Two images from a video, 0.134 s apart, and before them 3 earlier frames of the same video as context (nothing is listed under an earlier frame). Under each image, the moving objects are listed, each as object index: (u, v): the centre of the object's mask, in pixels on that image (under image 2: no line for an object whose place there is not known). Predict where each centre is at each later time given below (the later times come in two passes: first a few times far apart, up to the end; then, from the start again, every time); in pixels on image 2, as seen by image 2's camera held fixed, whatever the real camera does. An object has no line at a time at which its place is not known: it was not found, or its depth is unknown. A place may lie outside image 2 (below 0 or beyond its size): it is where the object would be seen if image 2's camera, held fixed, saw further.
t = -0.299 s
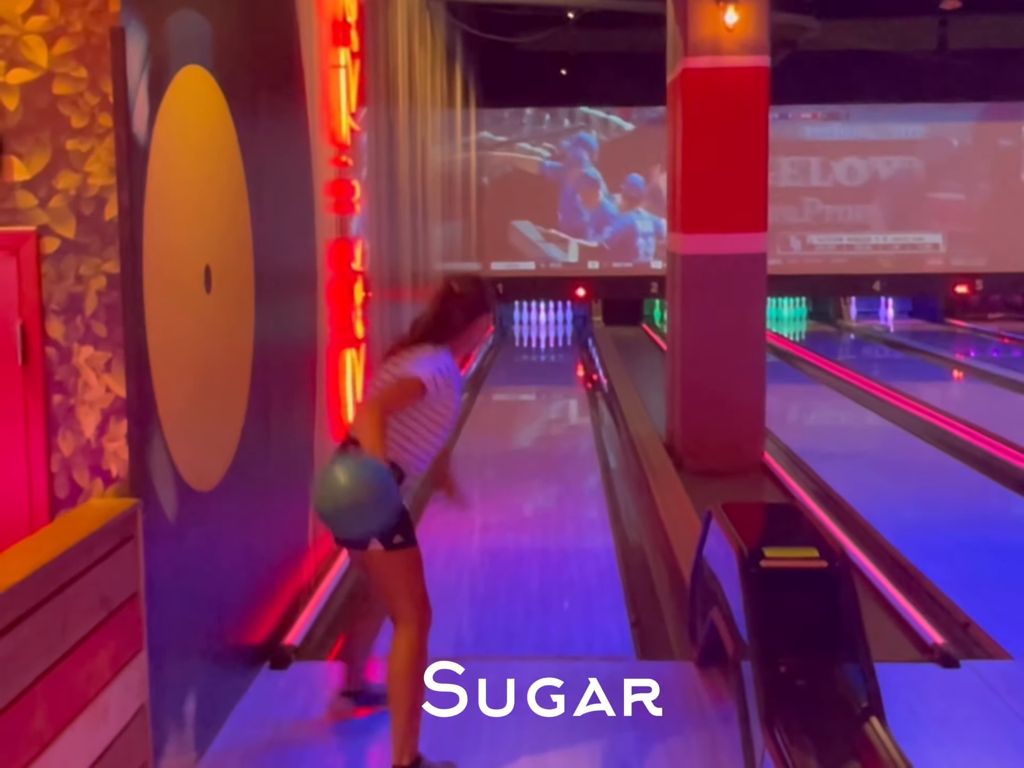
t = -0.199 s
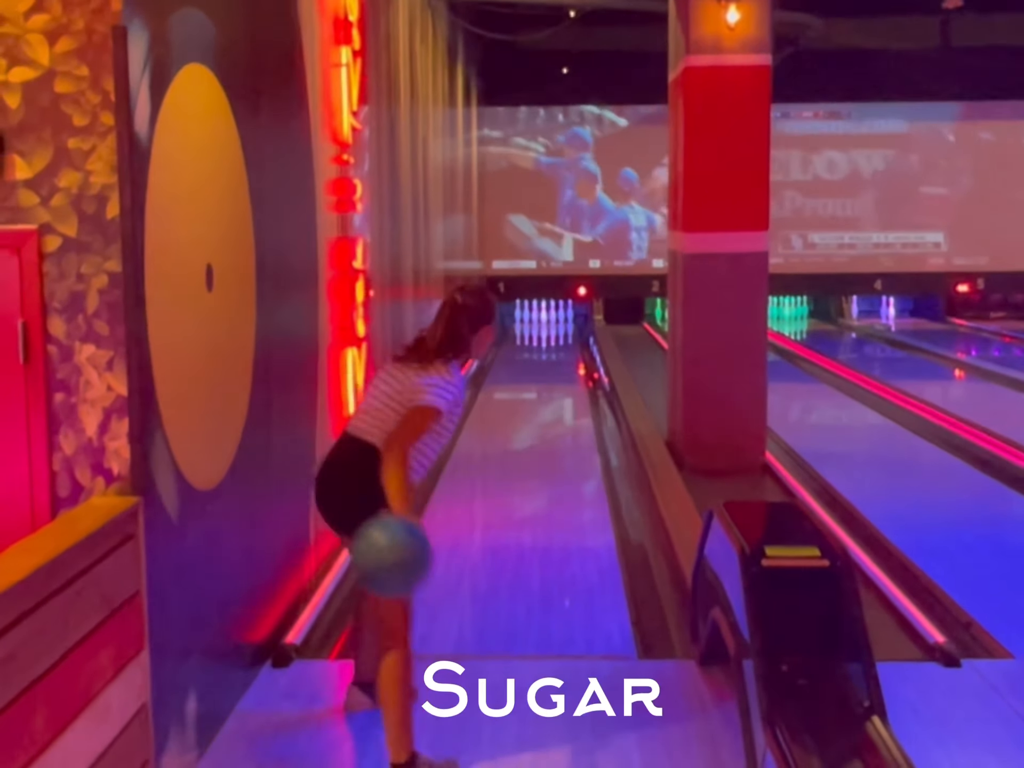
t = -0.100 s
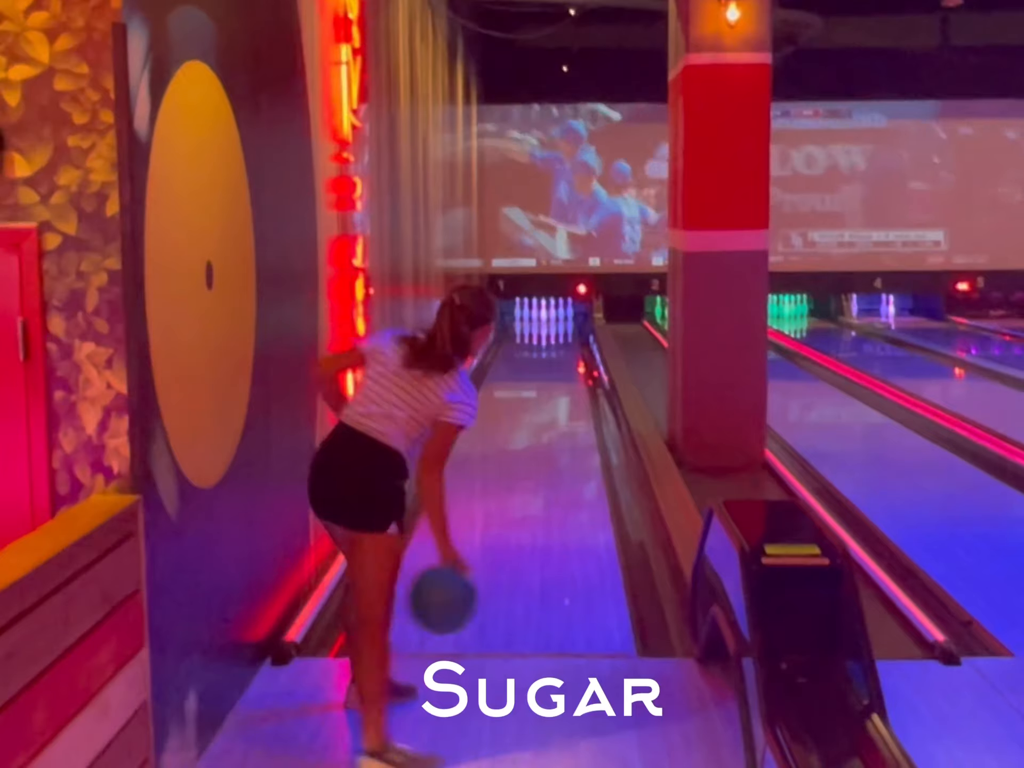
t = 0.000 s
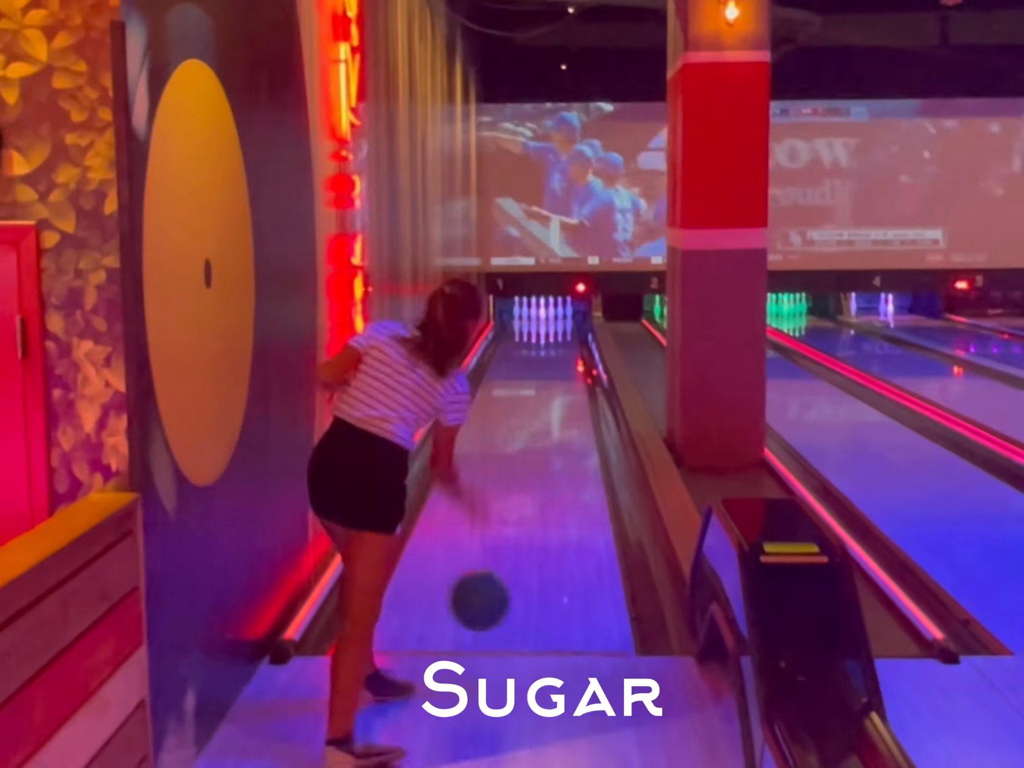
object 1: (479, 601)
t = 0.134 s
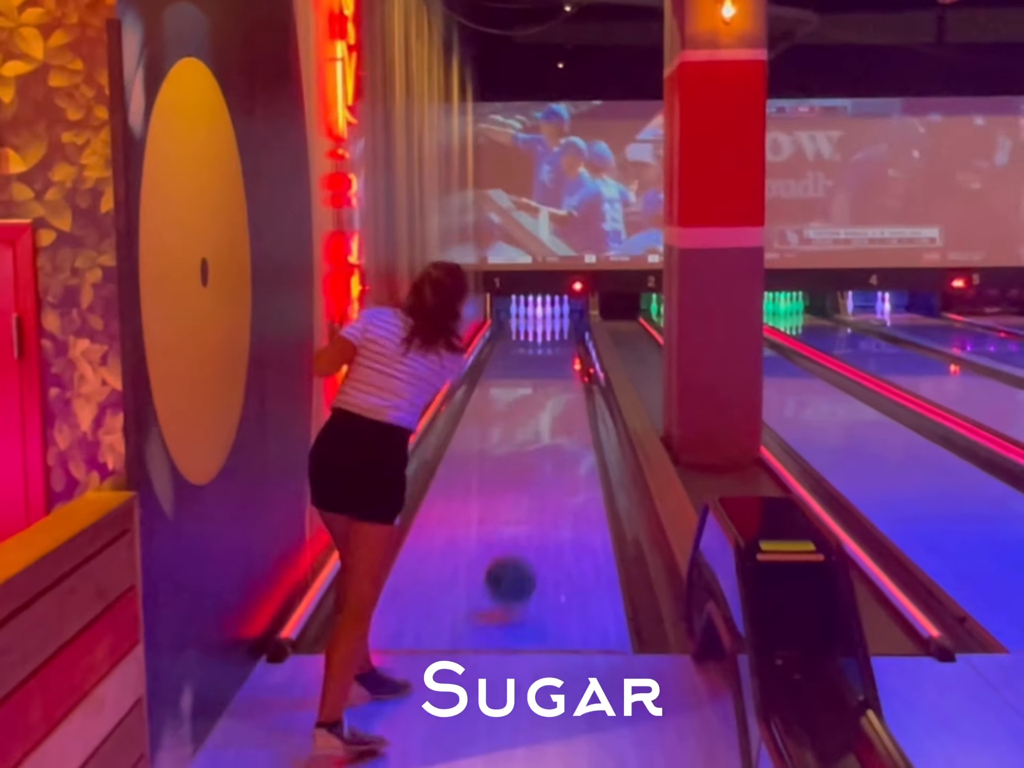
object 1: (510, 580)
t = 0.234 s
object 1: (529, 538)
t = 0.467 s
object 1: (561, 497)
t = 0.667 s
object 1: (580, 460)
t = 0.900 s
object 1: (596, 430)
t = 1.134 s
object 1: (607, 409)
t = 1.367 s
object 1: (599, 394)
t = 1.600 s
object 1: (598, 388)
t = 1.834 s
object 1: (592, 371)
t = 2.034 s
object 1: (589, 362)
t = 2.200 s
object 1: (589, 359)
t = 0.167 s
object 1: (517, 563)
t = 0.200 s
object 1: (523, 549)
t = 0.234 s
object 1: (529, 538)
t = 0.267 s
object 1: (534, 530)
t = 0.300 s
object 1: (540, 525)
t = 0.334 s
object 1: (544, 523)
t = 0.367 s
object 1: (549, 519)
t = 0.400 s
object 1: (553, 511)
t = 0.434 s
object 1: (557, 504)
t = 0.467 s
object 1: (561, 497)
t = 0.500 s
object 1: (565, 489)
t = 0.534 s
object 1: (569, 483)
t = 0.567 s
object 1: (572, 477)
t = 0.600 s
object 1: (575, 471)
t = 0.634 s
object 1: (578, 465)
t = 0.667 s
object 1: (580, 460)
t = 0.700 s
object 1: (583, 455)
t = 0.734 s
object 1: (586, 450)
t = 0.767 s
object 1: (588, 446)
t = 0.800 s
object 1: (590, 441)
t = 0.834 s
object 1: (592, 437)
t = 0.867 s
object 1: (594, 433)
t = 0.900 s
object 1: (596, 430)
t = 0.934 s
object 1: (598, 428)
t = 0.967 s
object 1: (600, 427)
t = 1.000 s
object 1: (602, 426)
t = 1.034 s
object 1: (604, 427)
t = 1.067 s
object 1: (610, 420)
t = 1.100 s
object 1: (607, 414)
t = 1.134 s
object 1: (607, 409)
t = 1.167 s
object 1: (606, 404)
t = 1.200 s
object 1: (606, 405)
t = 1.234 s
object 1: (605, 403)
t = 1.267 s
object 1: (603, 404)
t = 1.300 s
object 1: (600, 403)
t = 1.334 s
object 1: (600, 399)
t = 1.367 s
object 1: (599, 394)
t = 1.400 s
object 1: (598, 392)
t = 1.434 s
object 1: (597, 392)
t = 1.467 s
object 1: (597, 393)
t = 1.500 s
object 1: (597, 389)
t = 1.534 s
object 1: (599, 389)
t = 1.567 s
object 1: (596, 386)
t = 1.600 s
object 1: (598, 388)
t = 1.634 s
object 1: (595, 385)
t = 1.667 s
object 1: (595, 385)
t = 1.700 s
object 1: (595, 382)
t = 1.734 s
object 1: (594, 379)
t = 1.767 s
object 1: (593, 377)
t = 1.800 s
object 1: (595, 377)
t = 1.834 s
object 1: (592, 371)
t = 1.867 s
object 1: (592, 370)
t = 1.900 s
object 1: (592, 369)
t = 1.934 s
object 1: (592, 369)
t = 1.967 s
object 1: (591, 366)
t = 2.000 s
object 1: (591, 366)
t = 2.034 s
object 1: (589, 362)
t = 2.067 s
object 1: (589, 362)
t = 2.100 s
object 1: (589, 360)
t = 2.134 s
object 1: (589, 360)
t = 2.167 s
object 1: (589, 361)
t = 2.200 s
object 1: (589, 359)
